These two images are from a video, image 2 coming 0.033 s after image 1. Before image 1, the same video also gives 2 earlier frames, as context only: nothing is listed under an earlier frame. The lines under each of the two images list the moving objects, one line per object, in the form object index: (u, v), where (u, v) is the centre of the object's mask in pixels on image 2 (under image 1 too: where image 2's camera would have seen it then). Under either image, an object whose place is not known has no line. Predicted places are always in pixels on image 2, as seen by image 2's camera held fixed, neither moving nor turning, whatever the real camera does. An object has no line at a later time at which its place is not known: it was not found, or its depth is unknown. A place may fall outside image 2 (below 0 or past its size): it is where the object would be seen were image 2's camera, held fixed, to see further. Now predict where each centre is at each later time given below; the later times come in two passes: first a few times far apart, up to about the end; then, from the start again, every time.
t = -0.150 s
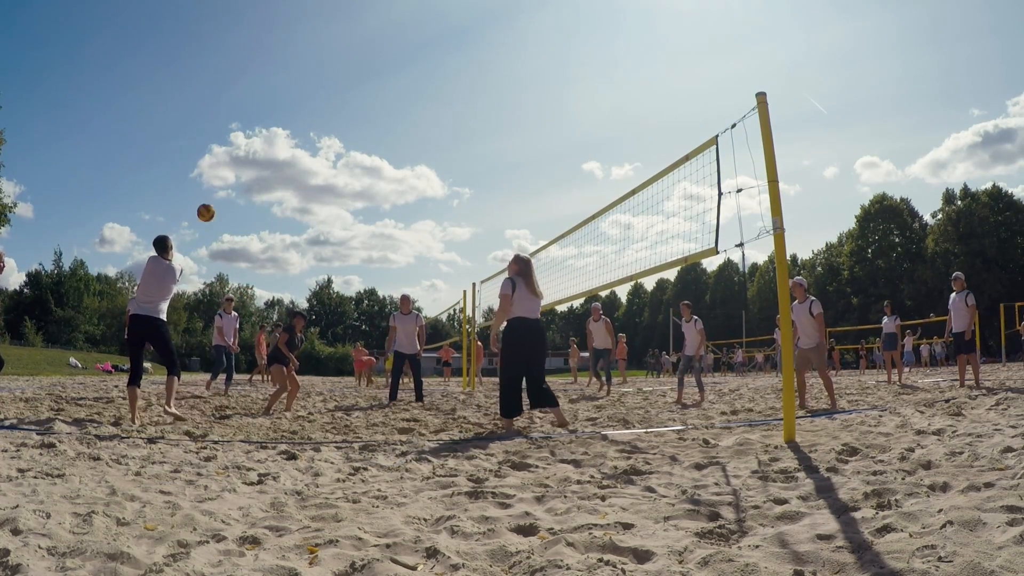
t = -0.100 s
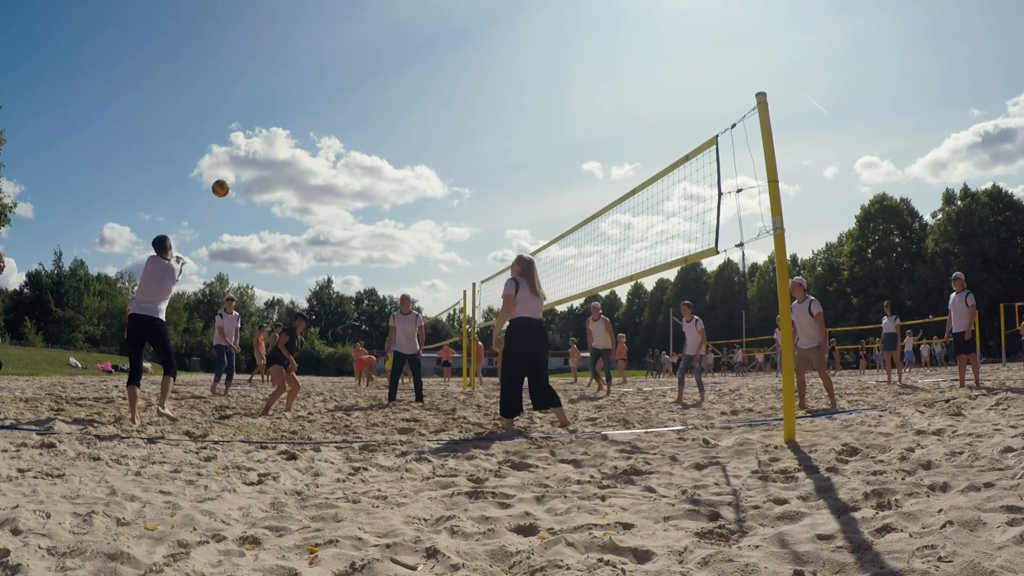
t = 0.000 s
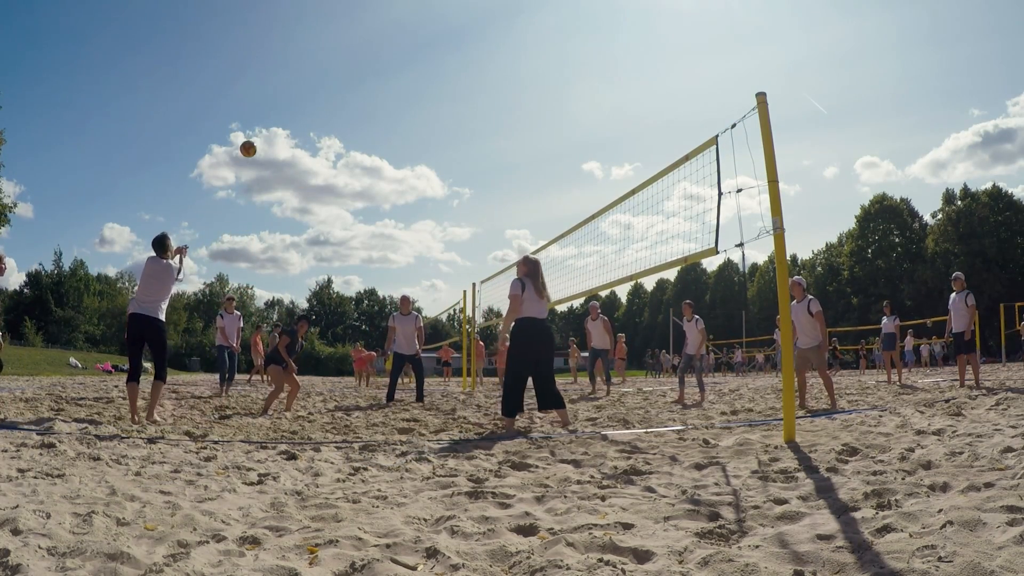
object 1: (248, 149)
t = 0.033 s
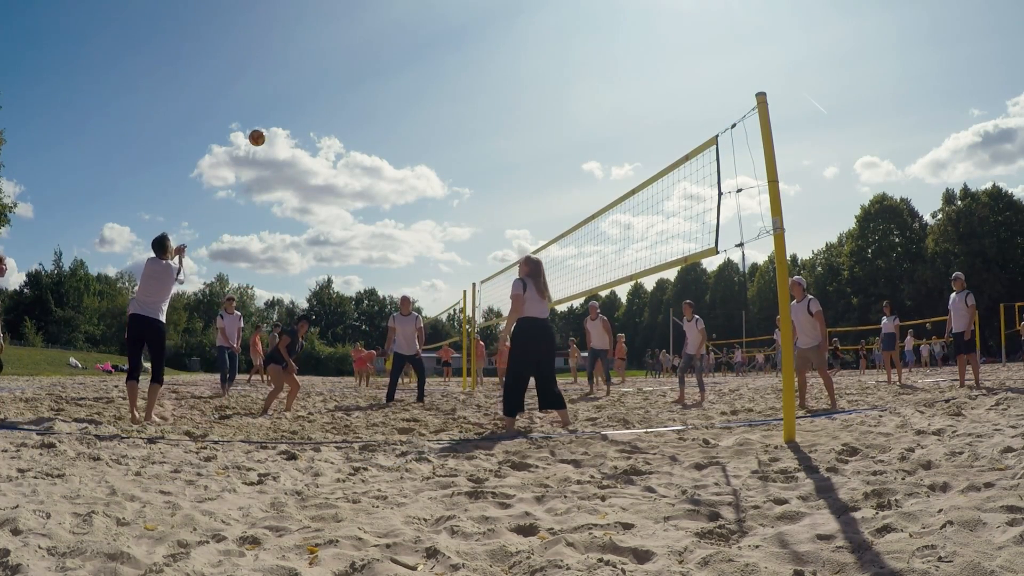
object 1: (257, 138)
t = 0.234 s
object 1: (304, 95)
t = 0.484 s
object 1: (351, 86)
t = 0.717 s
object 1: (388, 115)
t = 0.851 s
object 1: (407, 146)
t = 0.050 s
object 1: (261, 133)
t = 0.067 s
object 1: (265, 128)
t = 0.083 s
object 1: (269, 123)
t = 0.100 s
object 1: (273, 119)
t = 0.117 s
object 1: (277, 116)
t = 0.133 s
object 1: (281, 112)
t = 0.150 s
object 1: (285, 109)
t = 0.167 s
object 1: (289, 105)
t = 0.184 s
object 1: (293, 103)
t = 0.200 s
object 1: (296, 100)
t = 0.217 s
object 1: (300, 98)
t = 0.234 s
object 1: (304, 95)
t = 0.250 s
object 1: (307, 93)
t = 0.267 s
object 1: (311, 91)
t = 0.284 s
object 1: (314, 90)
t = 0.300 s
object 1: (317, 88)
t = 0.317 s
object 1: (321, 87)
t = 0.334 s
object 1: (324, 86)
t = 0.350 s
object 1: (327, 85)
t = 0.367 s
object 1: (330, 85)
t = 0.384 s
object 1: (333, 84)
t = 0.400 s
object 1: (336, 84)
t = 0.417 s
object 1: (339, 84)
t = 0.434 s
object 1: (342, 84)
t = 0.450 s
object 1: (345, 85)
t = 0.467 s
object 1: (348, 85)
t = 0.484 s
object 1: (351, 86)
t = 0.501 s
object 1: (354, 87)
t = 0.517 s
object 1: (357, 88)
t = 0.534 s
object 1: (360, 89)
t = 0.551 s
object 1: (362, 91)
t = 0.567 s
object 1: (365, 93)
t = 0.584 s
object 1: (368, 94)
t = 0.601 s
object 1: (370, 96)
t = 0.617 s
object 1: (373, 99)
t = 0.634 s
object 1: (375, 101)
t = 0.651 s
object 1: (378, 103)
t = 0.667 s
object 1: (381, 106)
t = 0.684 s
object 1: (383, 109)
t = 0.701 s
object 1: (386, 112)
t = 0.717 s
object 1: (388, 115)
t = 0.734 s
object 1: (390, 118)
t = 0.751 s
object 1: (393, 122)
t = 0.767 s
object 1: (395, 125)
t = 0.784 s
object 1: (397, 129)
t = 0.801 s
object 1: (400, 133)
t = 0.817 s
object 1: (402, 137)
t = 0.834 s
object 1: (404, 142)
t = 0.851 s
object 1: (407, 146)
